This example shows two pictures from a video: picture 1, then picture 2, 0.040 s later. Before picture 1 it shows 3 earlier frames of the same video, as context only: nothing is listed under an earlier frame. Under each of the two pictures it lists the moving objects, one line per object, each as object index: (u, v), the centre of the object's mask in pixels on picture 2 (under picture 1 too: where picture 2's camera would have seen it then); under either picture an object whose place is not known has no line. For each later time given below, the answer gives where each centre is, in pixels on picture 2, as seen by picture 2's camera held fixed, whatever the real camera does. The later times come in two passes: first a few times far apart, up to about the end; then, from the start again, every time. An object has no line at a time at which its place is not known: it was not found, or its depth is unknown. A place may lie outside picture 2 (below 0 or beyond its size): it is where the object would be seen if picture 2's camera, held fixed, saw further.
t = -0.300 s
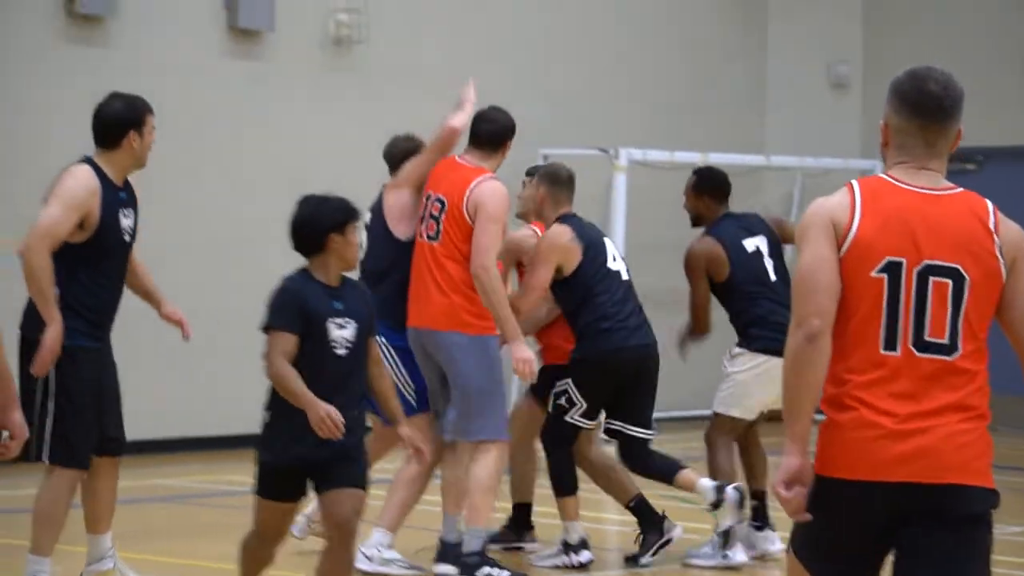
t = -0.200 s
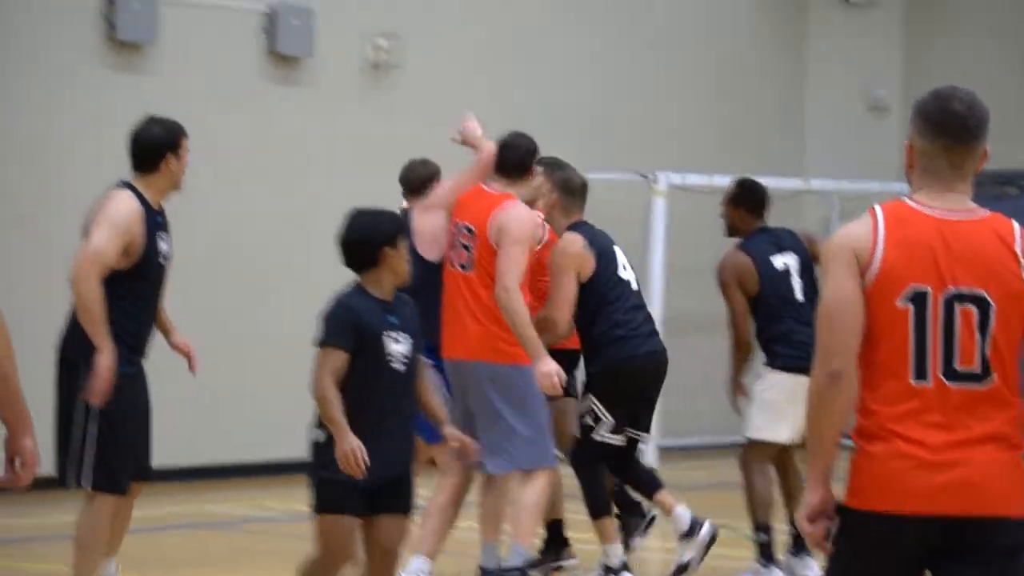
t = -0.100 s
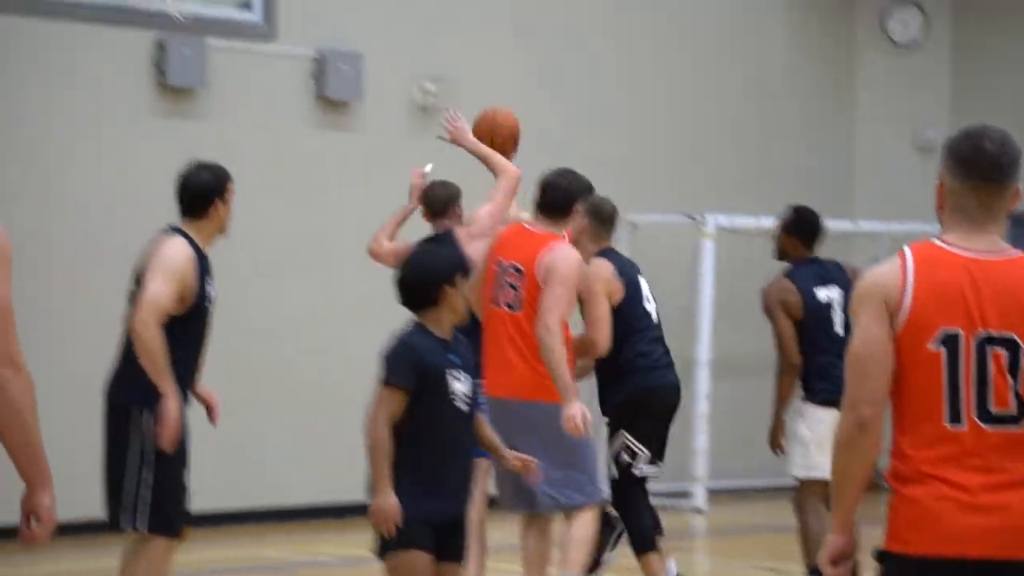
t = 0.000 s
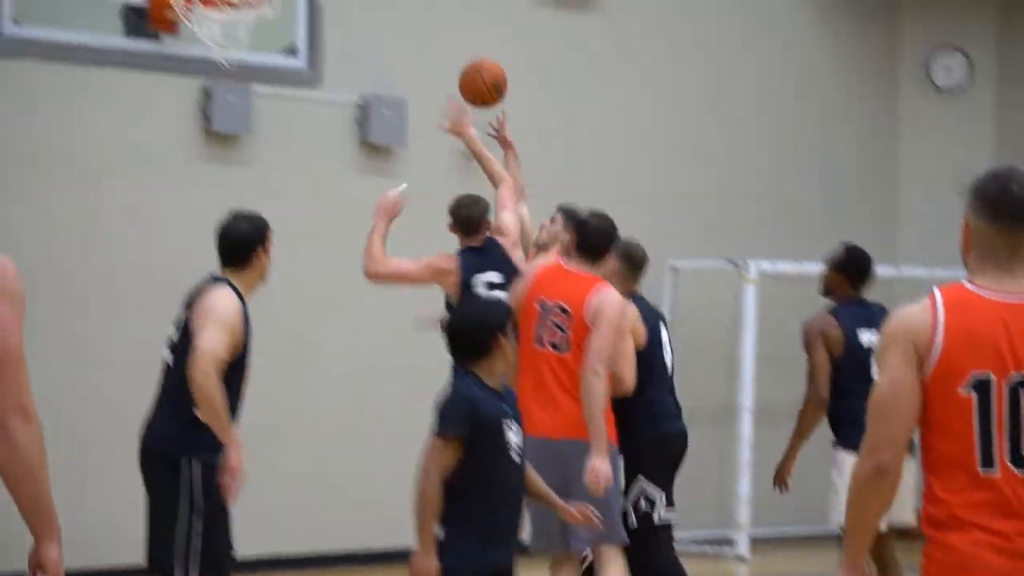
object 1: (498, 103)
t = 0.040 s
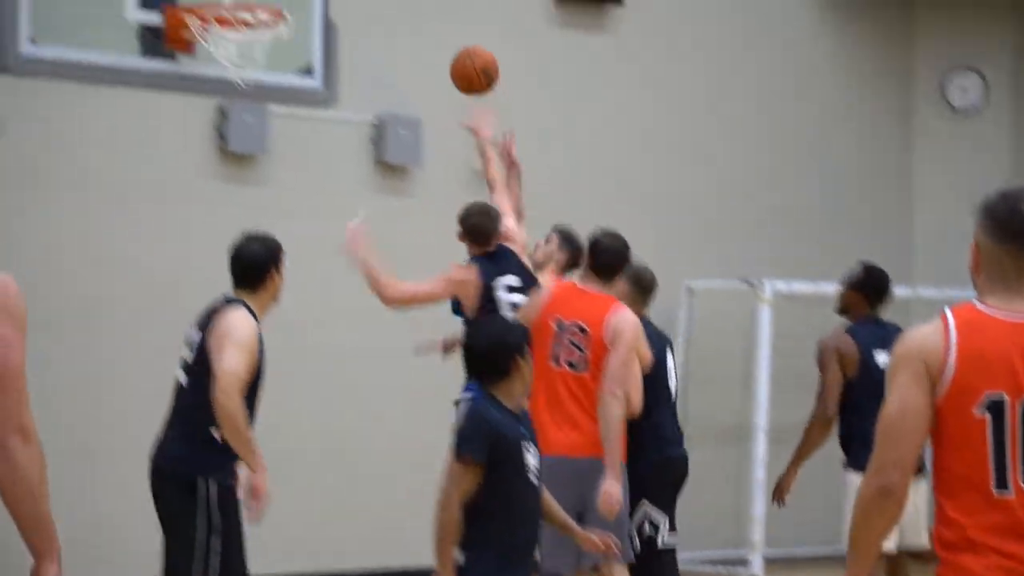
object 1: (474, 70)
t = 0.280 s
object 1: (329, -56)
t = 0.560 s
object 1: (273, -55)
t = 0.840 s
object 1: (214, -15)
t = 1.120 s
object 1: (235, 10)
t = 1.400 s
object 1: (240, 59)
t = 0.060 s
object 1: (463, 56)
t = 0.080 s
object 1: (451, 42)
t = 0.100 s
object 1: (439, 28)
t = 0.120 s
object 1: (427, 15)
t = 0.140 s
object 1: (415, 4)
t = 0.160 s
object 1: (403, -7)
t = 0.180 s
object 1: (391, -18)
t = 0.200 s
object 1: (378, -27)
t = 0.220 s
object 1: (366, -35)
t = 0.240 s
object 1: (354, -43)
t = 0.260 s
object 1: (342, -50)
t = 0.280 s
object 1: (329, -56)
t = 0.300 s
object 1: (317, -61)
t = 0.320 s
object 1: (305, -66)
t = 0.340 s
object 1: (293, -70)
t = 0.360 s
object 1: (285, -73)
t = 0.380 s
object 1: (284, -74)
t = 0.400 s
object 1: (283, -76)
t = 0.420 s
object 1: (282, -76)
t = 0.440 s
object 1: (281, -76)
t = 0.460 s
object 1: (280, -74)
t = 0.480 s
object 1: (278, -72)
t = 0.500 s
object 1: (277, -69)
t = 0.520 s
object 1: (276, -64)
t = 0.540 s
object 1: (275, -60)
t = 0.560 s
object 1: (273, -55)
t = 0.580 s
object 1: (272, -49)
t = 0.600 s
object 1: (271, -41)
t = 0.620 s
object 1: (269, -33)
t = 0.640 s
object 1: (268, -24)
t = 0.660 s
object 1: (267, -15)
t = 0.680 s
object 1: (264, -12)
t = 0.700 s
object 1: (258, -14)
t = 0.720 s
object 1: (251, -16)
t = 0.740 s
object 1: (245, -17)
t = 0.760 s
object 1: (238, -18)
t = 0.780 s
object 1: (232, -18)
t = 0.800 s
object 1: (226, -17)
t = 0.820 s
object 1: (220, -16)
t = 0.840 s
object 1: (214, -15)
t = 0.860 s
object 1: (207, -13)
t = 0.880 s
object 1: (205, -13)
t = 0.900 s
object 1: (208, -15)
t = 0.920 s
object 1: (211, -16)
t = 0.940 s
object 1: (213, -17)
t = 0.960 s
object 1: (216, -17)
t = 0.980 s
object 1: (219, -17)
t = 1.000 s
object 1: (220, -16)
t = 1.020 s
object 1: (223, -15)
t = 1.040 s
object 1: (226, -13)
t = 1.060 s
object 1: (228, -11)
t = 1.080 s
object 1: (231, -9)
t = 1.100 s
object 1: (231, 4)
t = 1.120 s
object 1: (235, 10)
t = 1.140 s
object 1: (237, 12)
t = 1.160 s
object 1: (238, 15)
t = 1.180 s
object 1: (239, 19)
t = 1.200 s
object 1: (241, 23)
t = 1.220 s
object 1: (243, 30)
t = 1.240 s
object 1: (246, 34)
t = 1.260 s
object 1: (246, 41)
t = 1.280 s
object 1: (247, 46)
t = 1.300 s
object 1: (247, 53)
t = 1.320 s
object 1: (247, 55)
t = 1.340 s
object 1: (245, 55)
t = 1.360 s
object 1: (244, 57)
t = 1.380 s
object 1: (242, 57)
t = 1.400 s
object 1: (240, 59)
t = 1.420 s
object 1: (238, 60)
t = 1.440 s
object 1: (237, 63)
